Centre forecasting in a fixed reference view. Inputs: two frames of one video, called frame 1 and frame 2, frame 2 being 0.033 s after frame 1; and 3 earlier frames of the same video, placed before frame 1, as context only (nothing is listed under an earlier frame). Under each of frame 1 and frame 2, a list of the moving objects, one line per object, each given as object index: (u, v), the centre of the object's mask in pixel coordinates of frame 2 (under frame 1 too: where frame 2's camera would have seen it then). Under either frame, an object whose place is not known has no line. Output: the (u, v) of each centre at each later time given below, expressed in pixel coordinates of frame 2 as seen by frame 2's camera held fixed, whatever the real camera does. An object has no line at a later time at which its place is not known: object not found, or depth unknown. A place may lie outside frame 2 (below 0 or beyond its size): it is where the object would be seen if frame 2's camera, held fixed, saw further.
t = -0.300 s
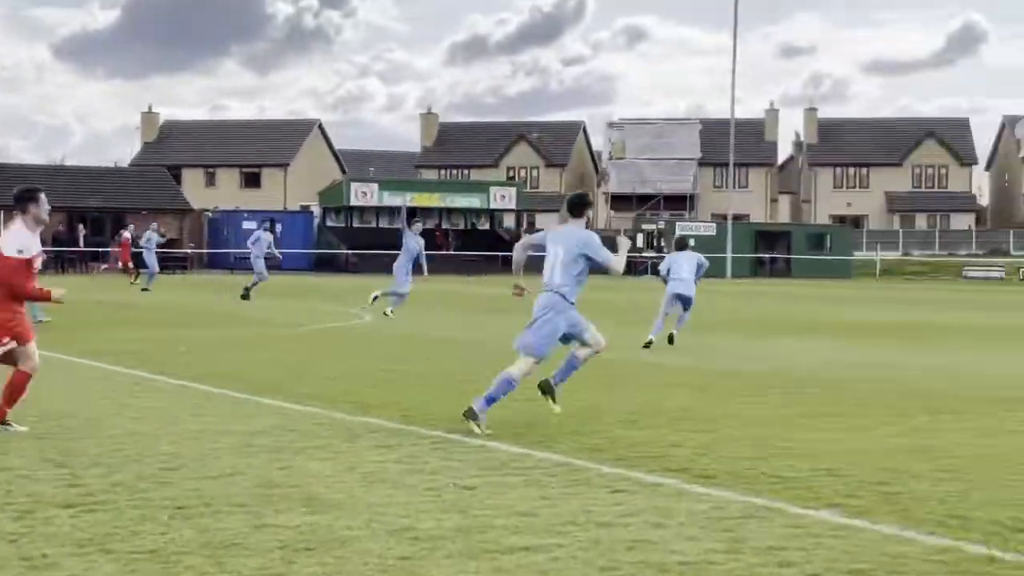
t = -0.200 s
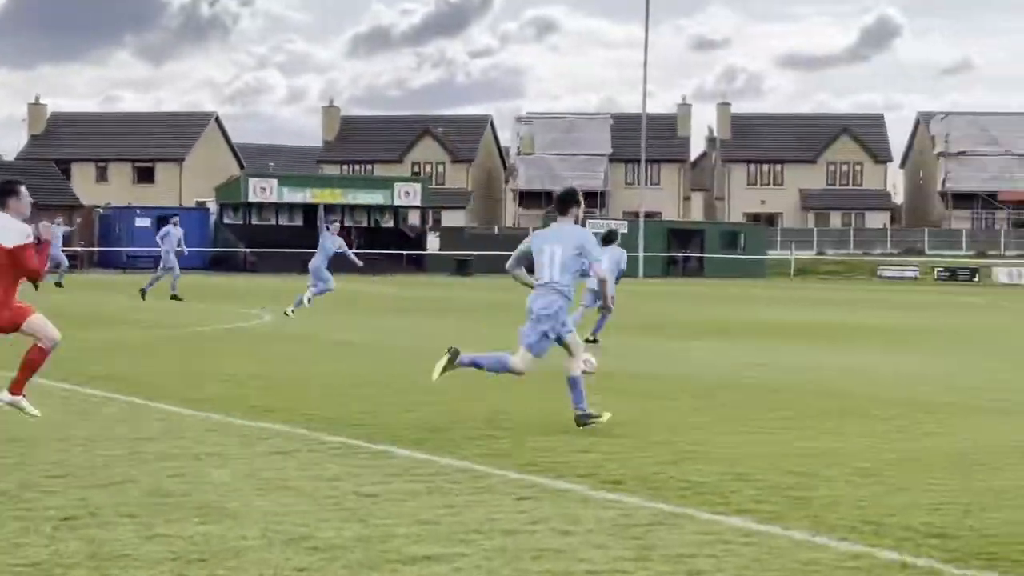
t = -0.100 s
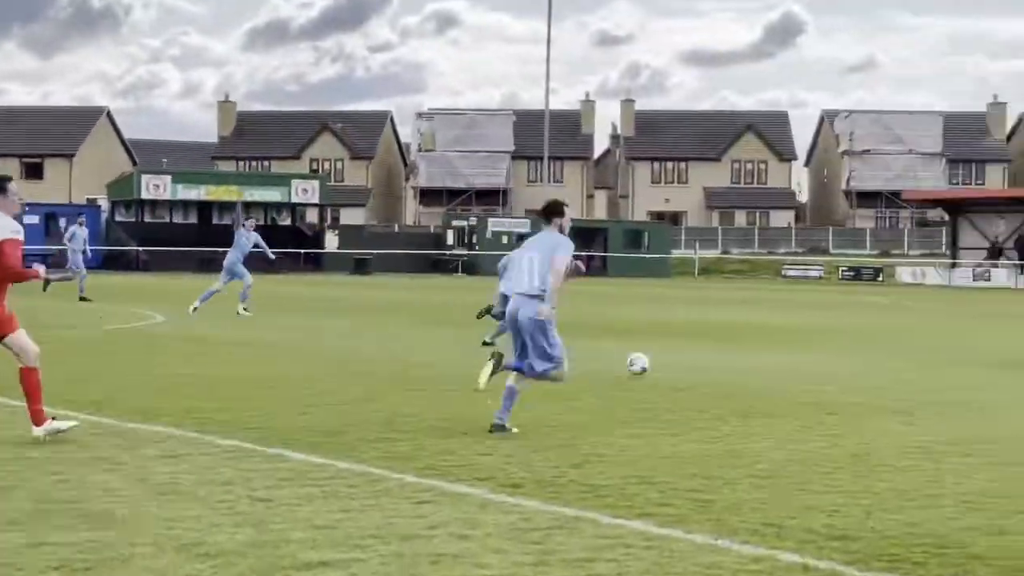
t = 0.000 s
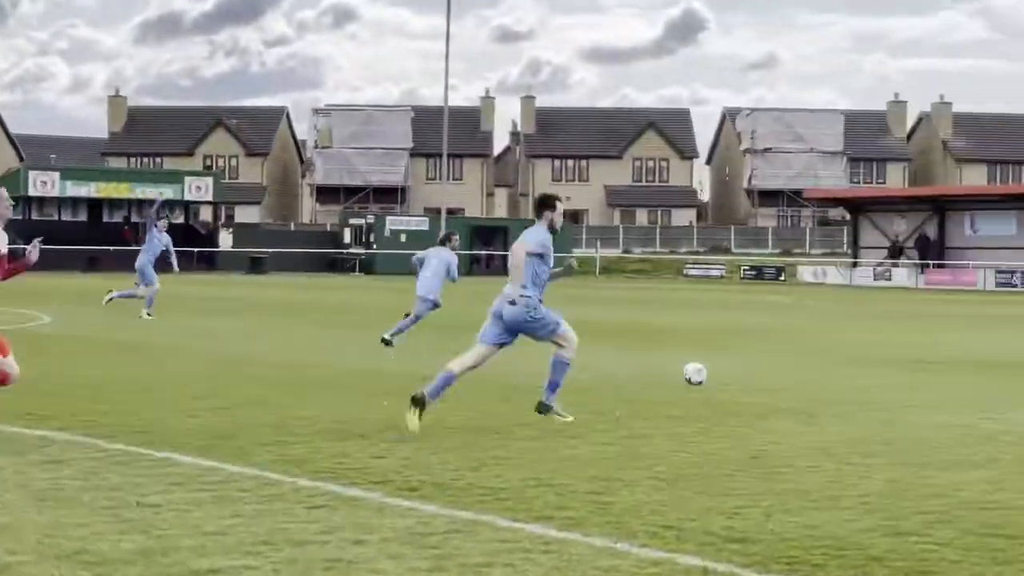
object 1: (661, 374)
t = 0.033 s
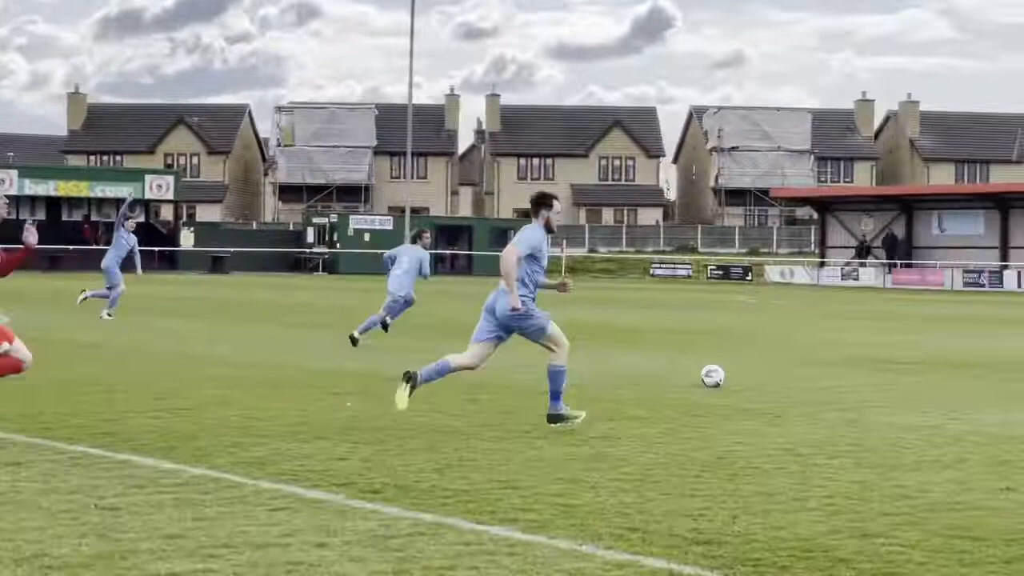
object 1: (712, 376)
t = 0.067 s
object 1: (762, 371)
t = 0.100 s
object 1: (812, 368)
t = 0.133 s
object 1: (863, 366)
